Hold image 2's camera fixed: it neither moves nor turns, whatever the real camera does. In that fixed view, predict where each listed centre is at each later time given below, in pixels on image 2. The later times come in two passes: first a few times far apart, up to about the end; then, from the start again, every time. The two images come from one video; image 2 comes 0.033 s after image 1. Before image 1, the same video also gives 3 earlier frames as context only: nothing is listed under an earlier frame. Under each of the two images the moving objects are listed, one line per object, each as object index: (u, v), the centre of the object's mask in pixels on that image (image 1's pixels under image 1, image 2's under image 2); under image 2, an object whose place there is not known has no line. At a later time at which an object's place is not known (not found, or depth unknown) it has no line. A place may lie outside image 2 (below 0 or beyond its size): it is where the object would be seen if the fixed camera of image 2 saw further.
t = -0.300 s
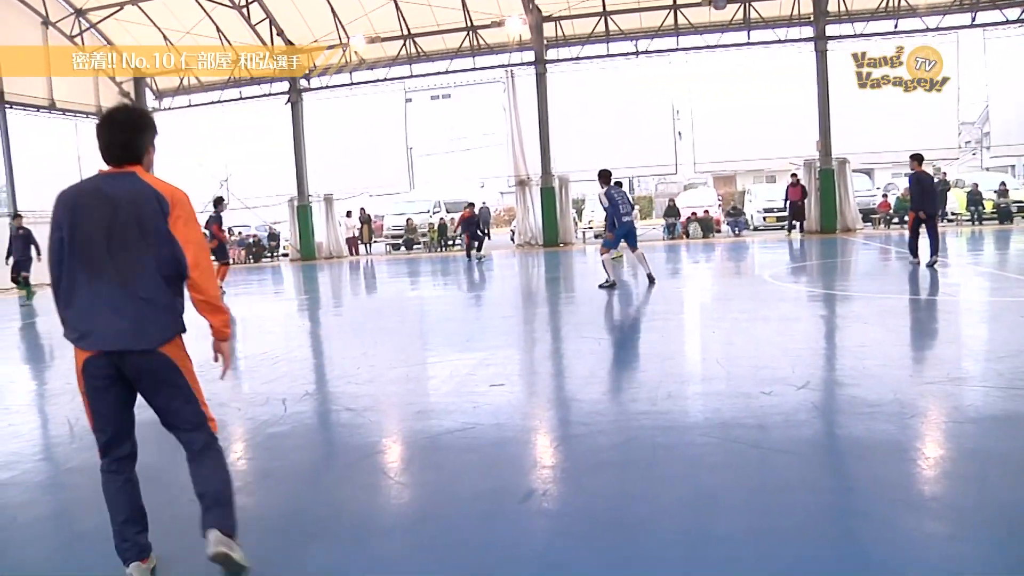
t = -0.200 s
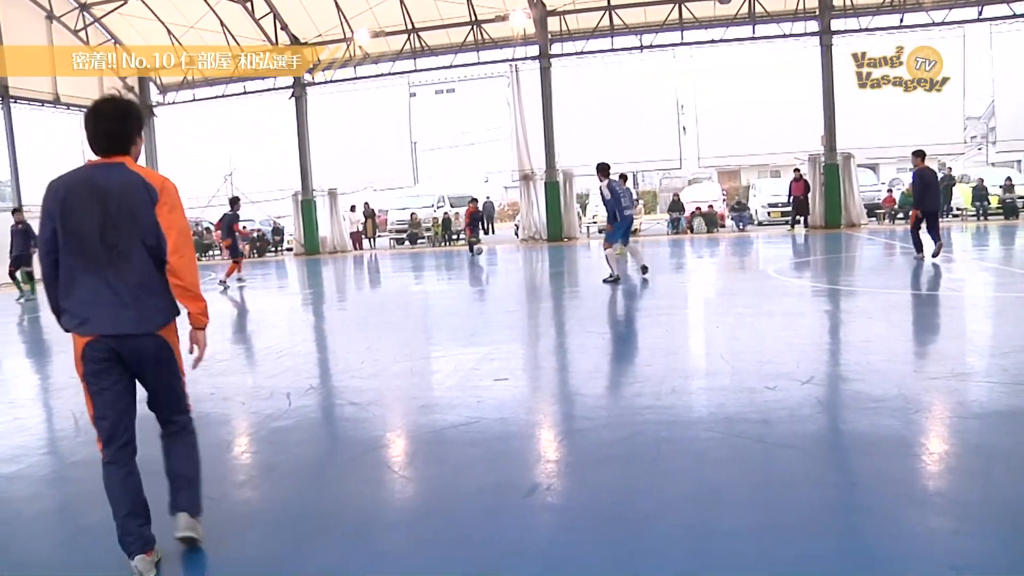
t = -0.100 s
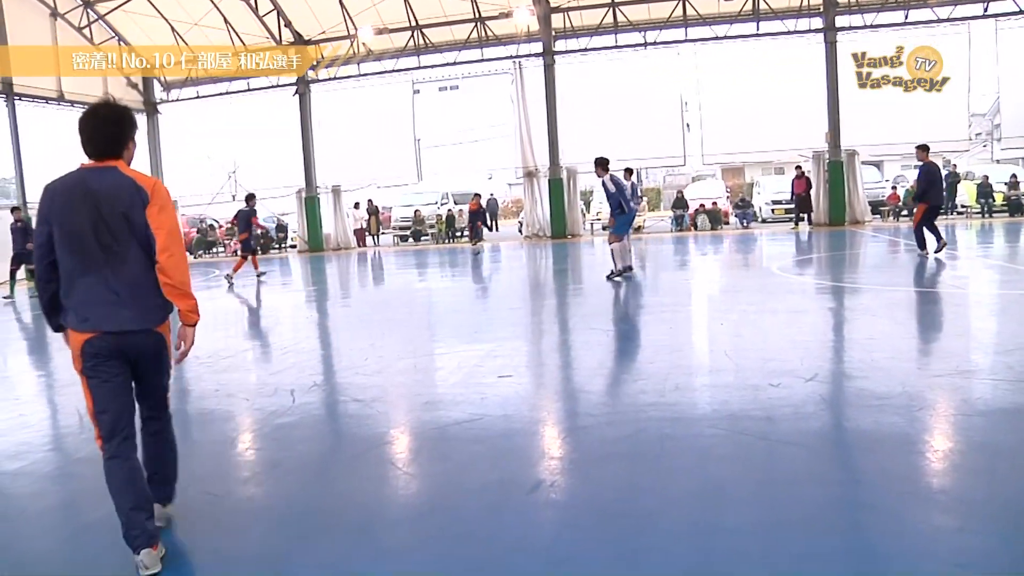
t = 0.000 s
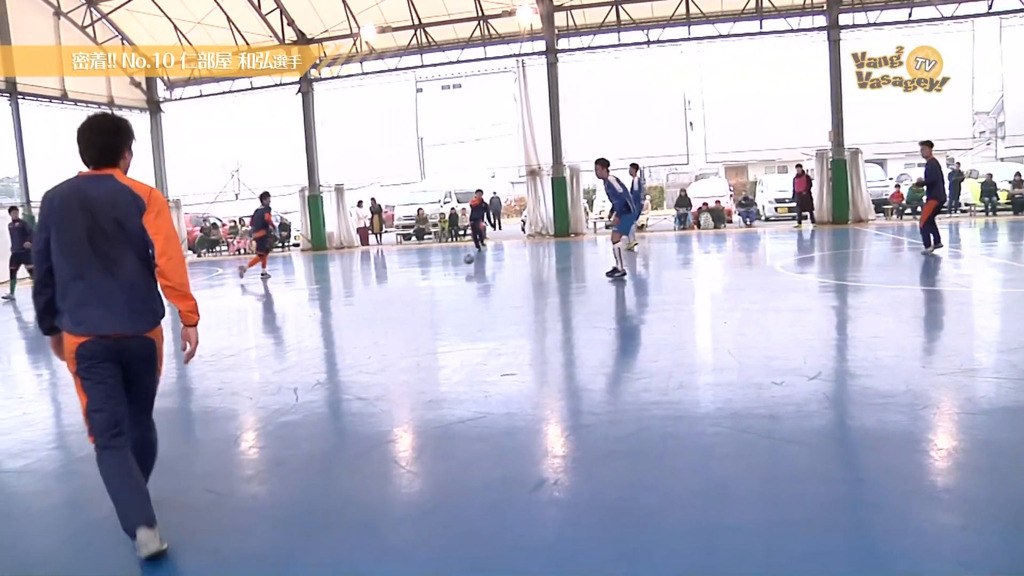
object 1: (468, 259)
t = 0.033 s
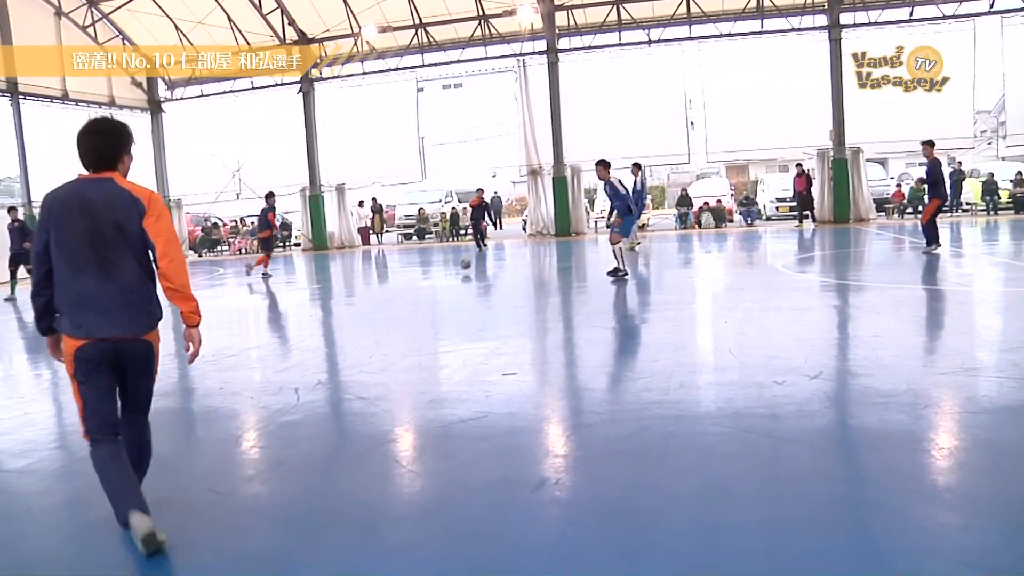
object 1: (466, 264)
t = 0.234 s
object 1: (431, 287)
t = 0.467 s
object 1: (362, 332)
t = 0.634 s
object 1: (281, 384)
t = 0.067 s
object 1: (461, 270)
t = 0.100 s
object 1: (455, 272)
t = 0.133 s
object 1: (450, 274)
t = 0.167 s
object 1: (444, 277)
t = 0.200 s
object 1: (438, 281)
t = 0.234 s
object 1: (431, 287)
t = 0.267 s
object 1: (423, 295)
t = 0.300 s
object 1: (415, 299)
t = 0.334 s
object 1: (405, 303)
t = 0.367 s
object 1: (396, 309)
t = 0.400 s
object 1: (385, 317)
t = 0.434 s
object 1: (374, 325)
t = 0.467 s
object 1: (362, 332)
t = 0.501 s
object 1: (348, 340)
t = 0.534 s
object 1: (334, 351)
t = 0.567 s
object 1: (318, 359)
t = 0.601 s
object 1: (300, 370)
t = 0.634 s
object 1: (281, 384)
